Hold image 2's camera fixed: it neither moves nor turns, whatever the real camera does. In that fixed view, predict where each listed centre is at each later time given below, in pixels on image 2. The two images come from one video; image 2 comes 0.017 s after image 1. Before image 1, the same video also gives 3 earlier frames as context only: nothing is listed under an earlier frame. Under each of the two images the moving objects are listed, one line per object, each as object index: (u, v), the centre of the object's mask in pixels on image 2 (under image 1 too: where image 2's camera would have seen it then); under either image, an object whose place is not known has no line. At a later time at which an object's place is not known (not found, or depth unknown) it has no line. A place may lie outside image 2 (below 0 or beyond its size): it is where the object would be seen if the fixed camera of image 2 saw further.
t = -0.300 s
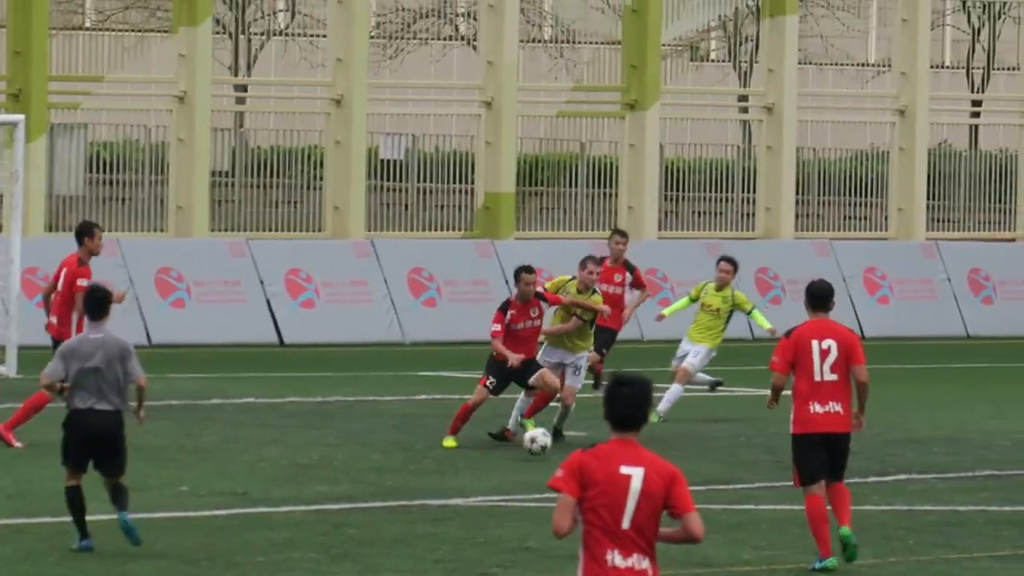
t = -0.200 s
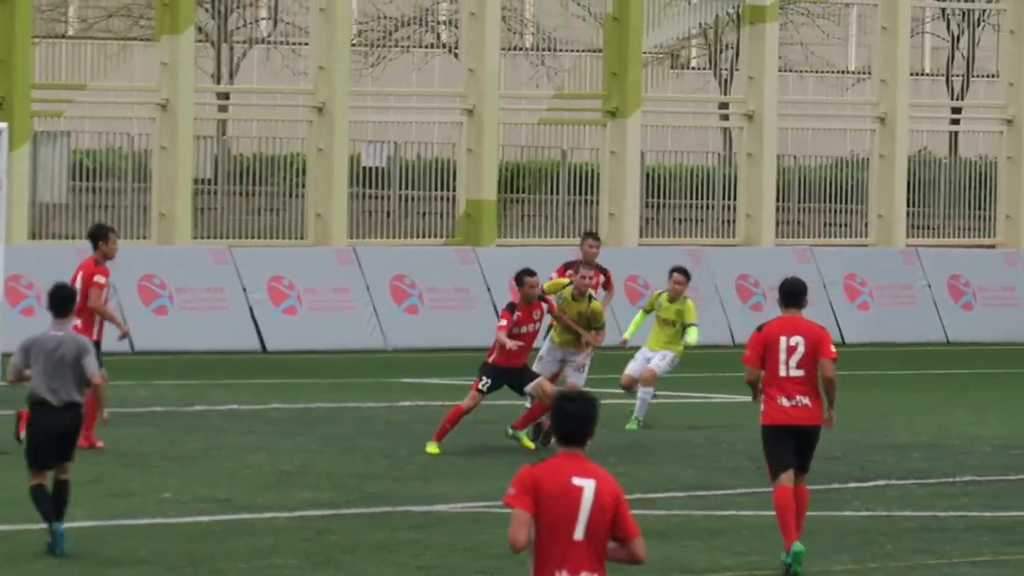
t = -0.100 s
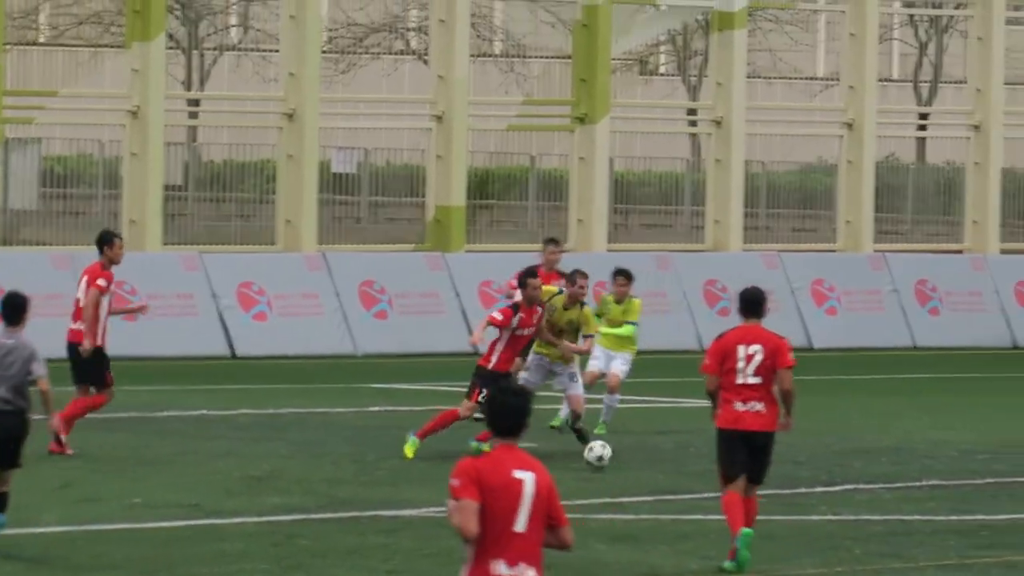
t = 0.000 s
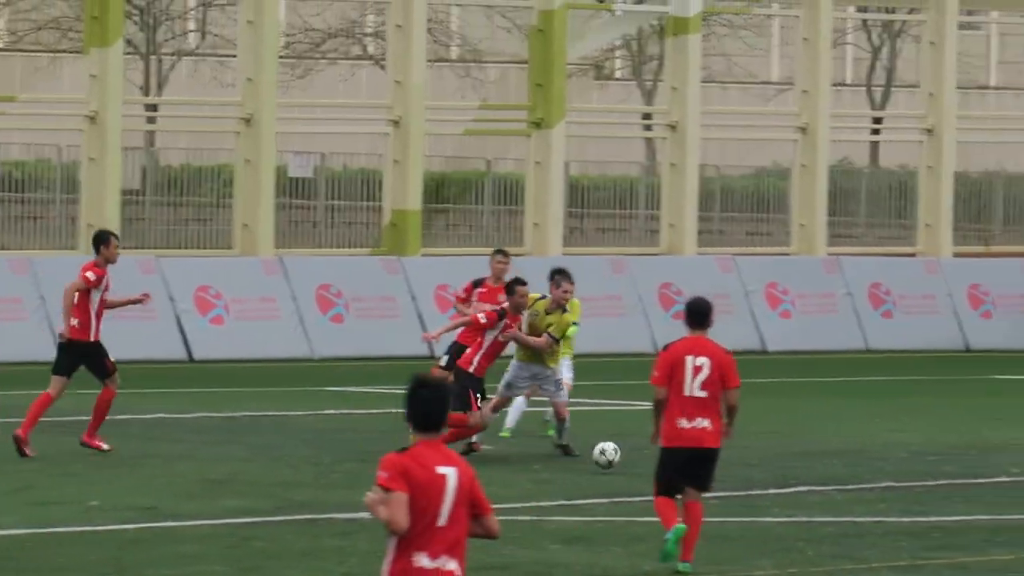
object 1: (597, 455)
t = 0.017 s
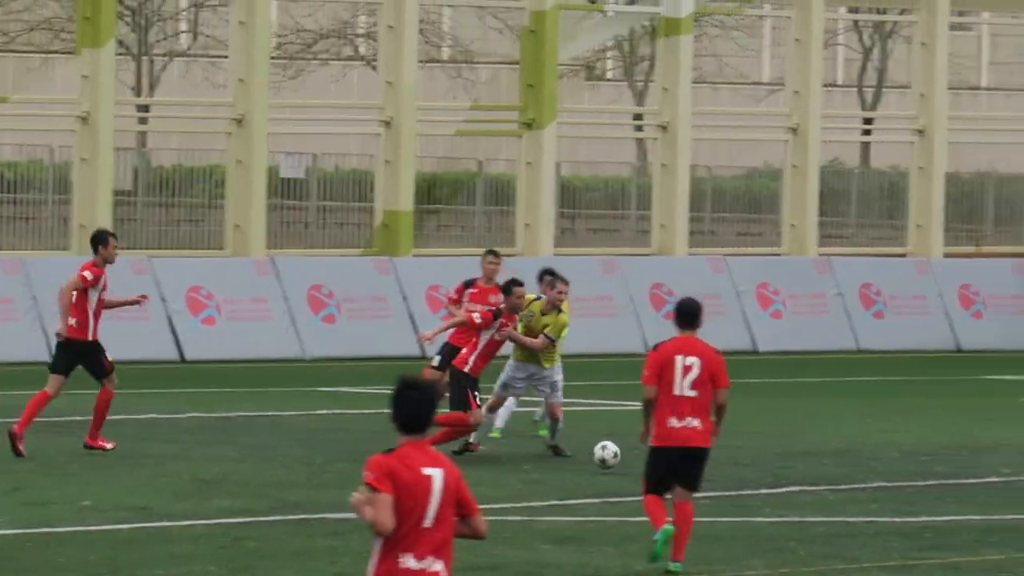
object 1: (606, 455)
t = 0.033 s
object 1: (615, 455)
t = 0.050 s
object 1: (624, 455)
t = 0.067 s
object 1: (631, 455)
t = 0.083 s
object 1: (635, 455)
